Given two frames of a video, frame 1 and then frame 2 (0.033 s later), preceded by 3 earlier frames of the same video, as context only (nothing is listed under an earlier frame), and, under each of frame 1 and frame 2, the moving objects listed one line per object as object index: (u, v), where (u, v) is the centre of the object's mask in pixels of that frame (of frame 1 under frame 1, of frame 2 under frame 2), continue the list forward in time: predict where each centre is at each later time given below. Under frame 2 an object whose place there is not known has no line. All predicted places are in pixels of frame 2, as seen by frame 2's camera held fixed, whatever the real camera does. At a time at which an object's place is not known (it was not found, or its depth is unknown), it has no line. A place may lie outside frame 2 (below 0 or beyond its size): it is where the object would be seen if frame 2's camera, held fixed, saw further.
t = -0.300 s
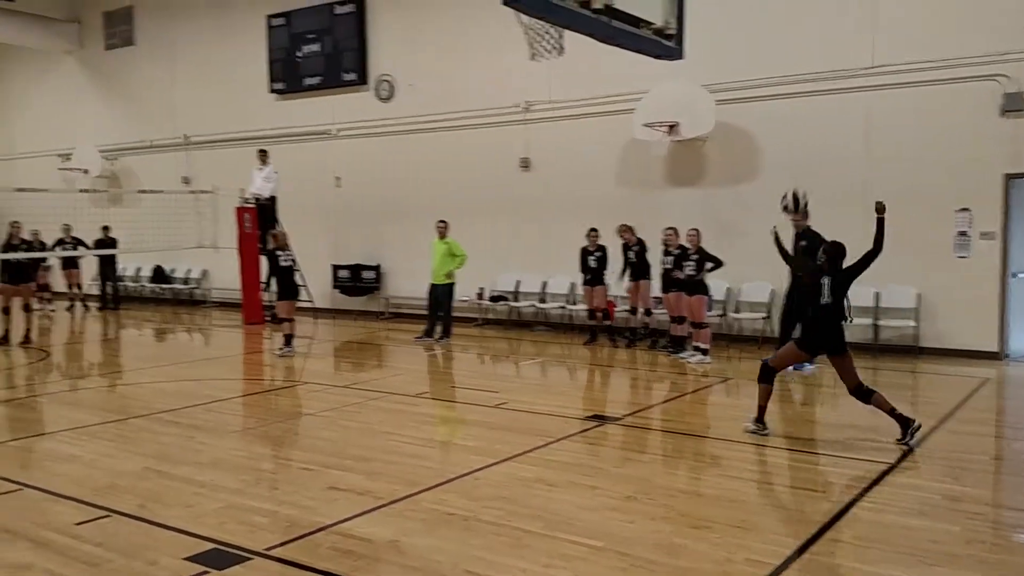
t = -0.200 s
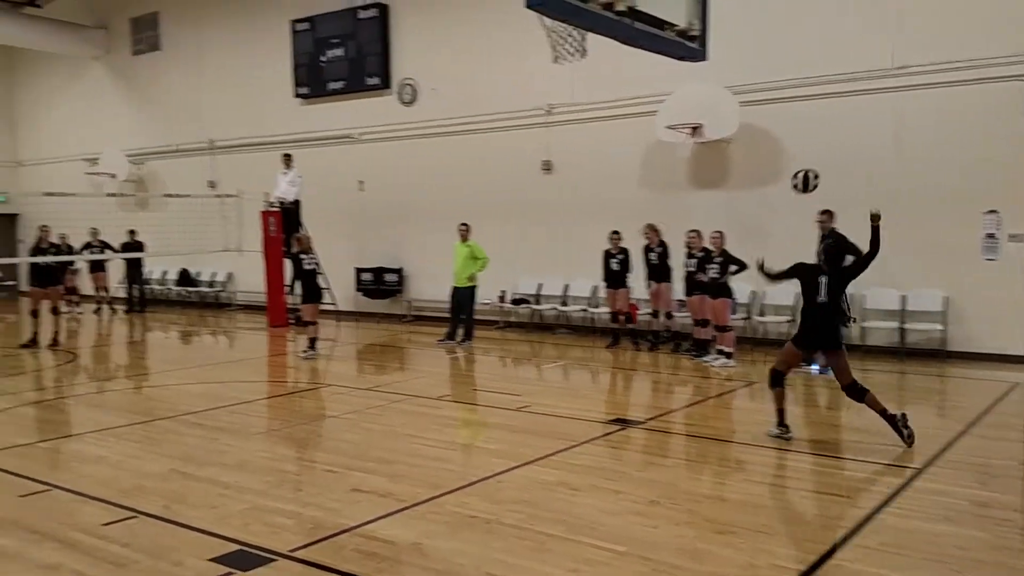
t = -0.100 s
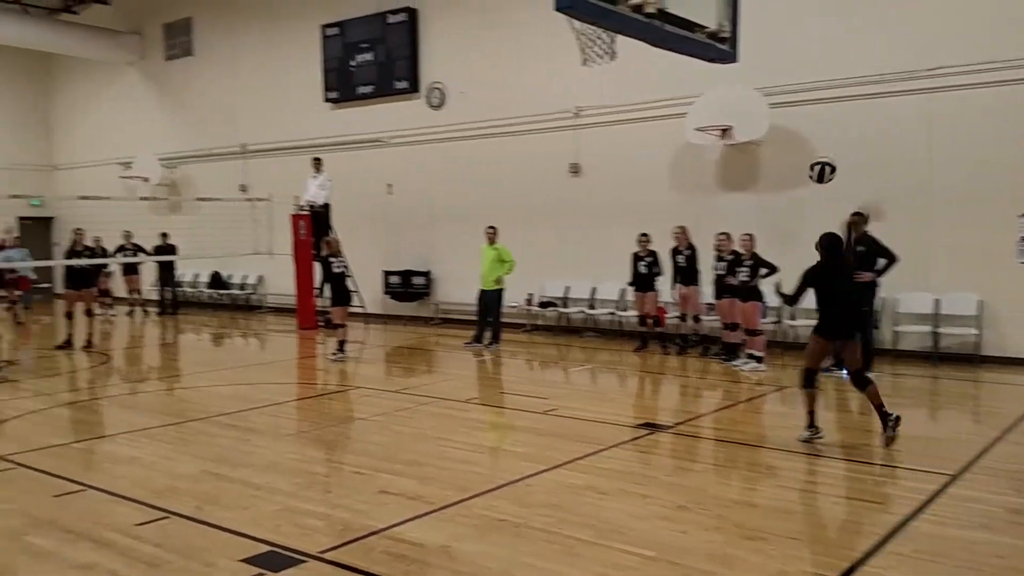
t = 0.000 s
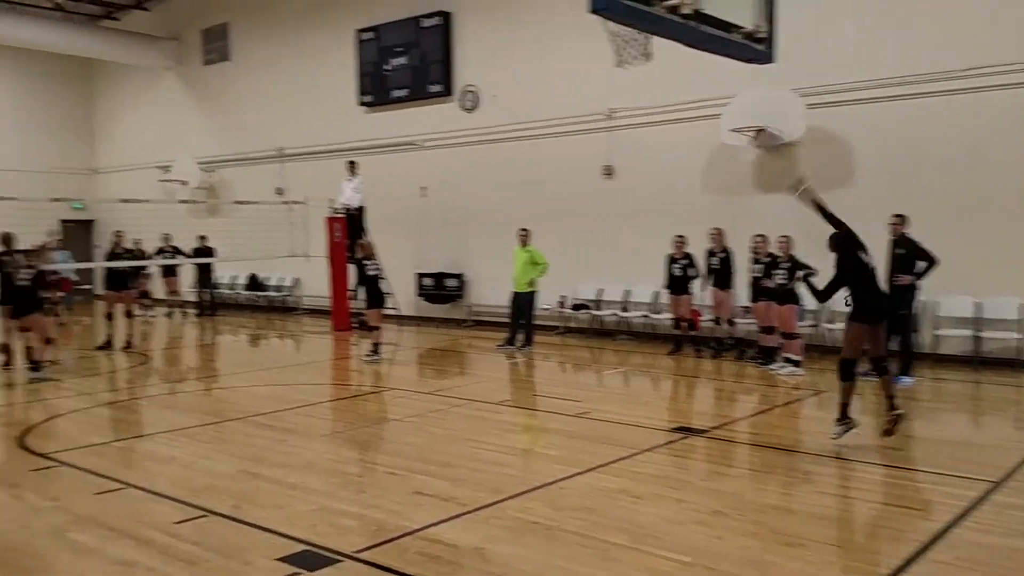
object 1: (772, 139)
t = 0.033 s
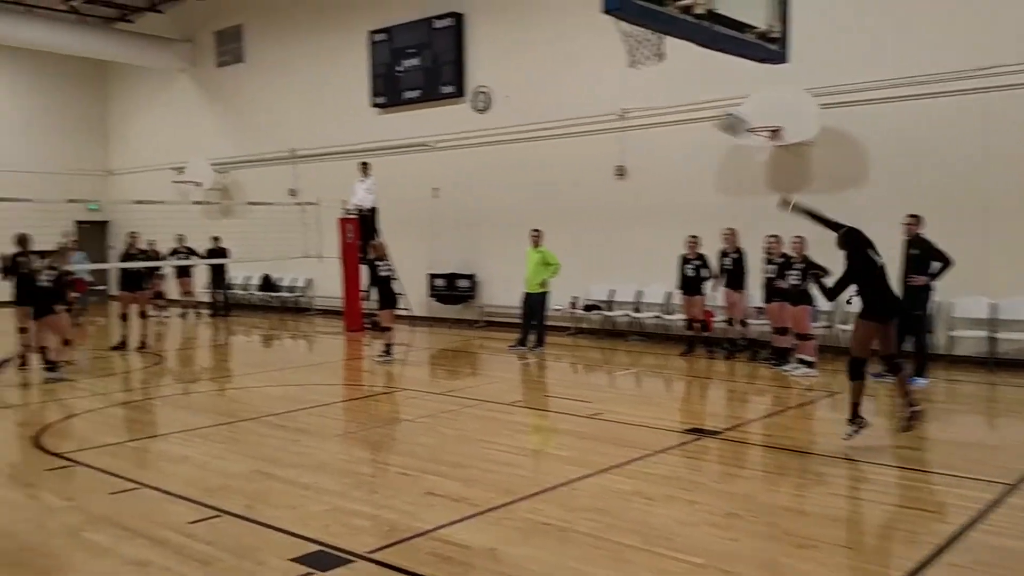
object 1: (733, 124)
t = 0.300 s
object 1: (454, 61)
